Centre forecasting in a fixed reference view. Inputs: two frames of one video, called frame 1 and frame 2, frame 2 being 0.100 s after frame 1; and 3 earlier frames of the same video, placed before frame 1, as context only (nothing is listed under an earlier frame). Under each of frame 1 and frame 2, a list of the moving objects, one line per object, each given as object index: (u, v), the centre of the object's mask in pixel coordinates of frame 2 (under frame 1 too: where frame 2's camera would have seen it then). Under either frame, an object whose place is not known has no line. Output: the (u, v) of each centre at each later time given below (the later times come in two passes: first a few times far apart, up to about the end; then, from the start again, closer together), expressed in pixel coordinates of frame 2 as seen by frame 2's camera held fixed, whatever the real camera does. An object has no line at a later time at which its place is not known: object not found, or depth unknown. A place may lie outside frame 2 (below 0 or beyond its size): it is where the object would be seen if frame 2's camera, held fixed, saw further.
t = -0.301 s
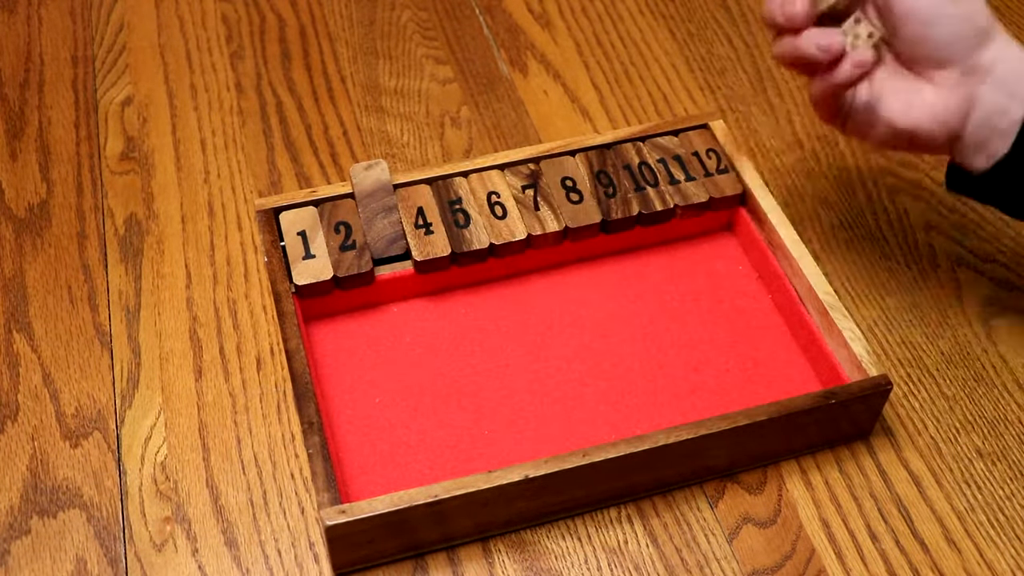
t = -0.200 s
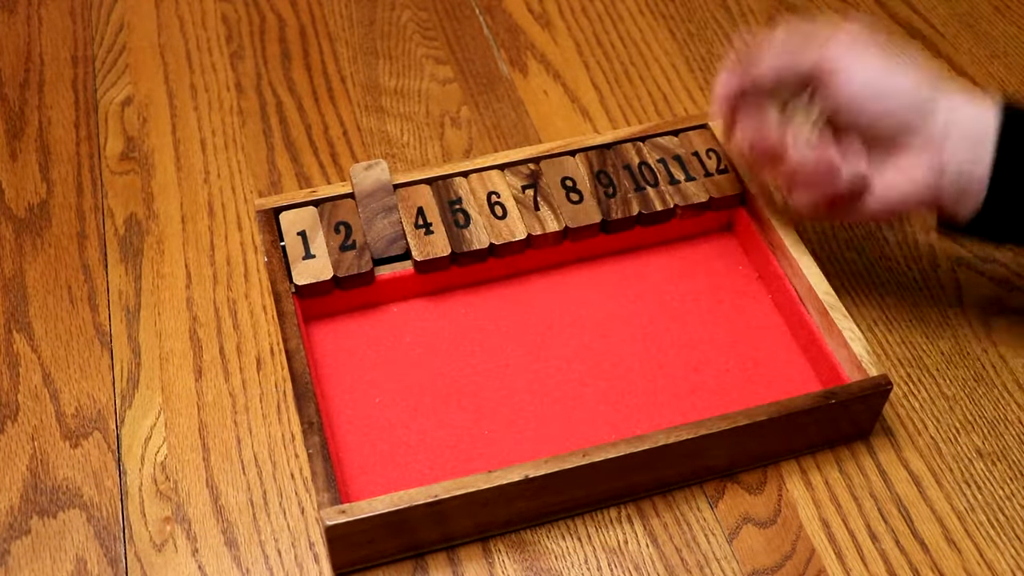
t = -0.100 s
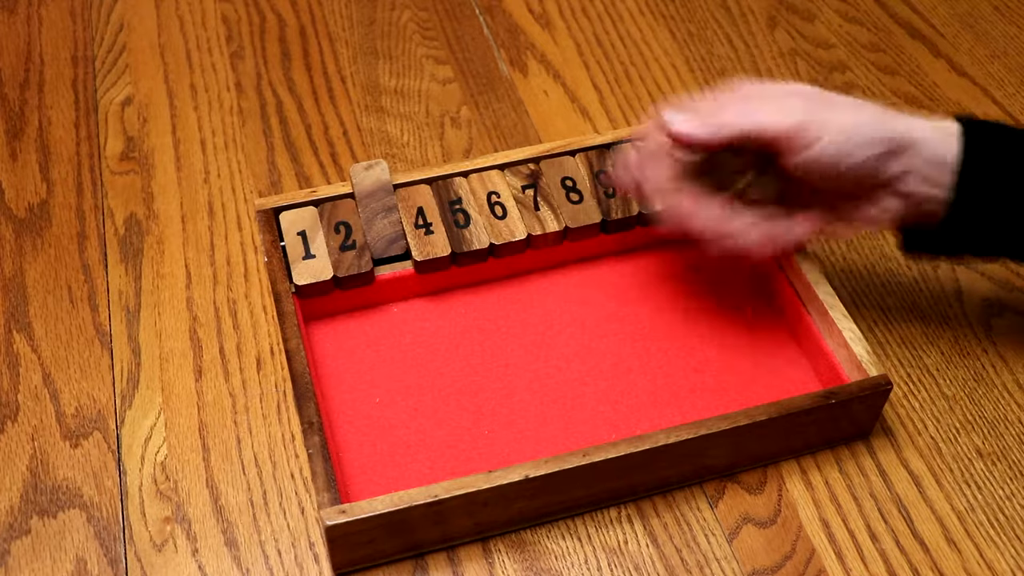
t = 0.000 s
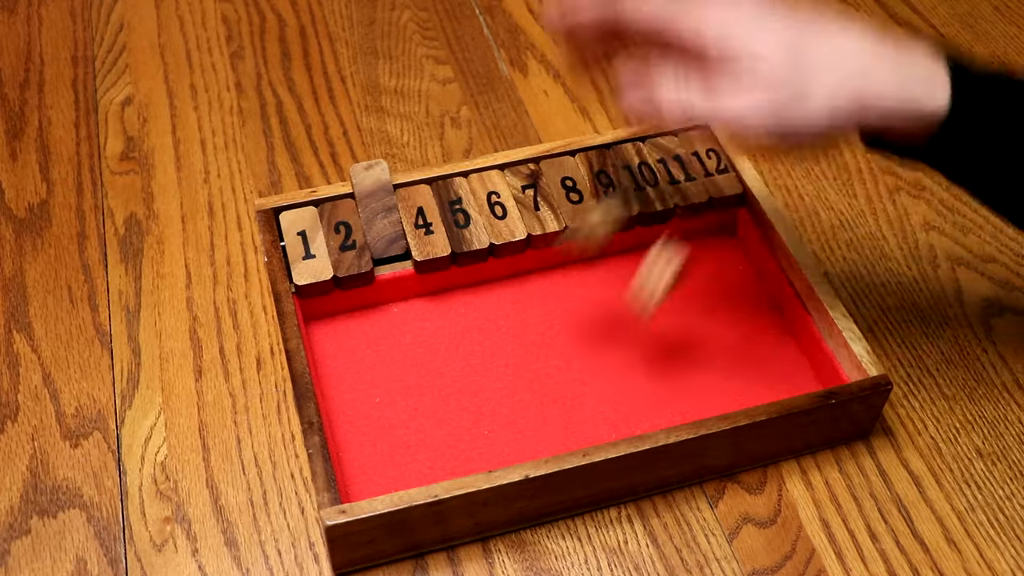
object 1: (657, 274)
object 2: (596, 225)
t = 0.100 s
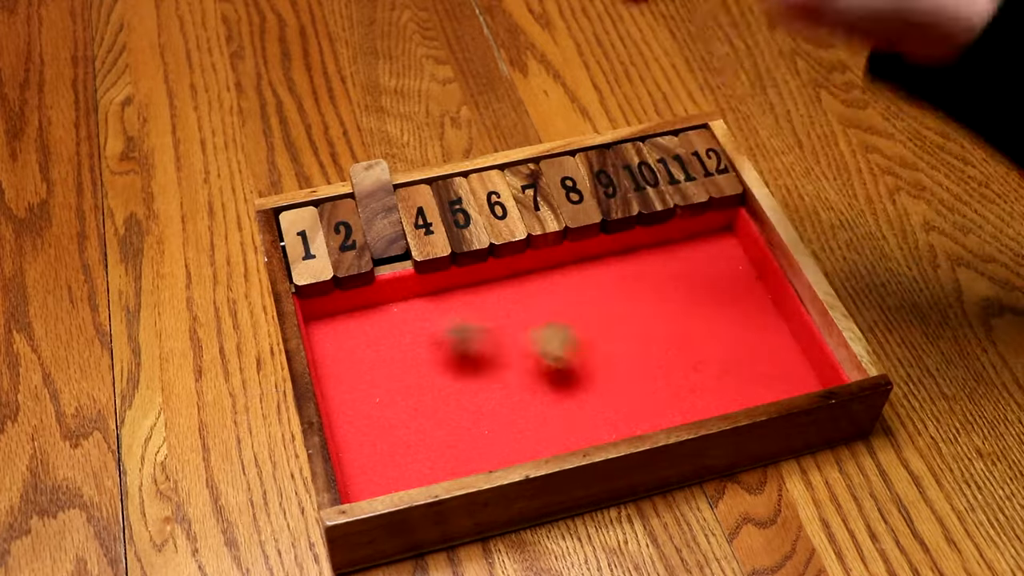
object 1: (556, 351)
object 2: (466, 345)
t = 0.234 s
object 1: (443, 352)
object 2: (337, 320)
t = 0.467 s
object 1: (413, 340)
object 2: (339, 325)
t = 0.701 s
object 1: (413, 340)
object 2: (339, 325)
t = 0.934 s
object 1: (413, 340)
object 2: (339, 325)
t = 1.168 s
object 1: (414, 340)
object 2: (339, 325)
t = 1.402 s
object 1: (413, 340)
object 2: (339, 325)
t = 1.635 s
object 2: (339, 325)
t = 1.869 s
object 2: (339, 325)
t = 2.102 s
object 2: (339, 325)
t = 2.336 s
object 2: (339, 325)
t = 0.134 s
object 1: (520, 350)
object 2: (421, 344)
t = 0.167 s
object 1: (485, 355)
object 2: (378, 347)
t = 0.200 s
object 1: (465, 353)
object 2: (338, 335)
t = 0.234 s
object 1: (443, 352)
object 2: (337, 320)
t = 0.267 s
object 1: (427, 347)
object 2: (347, 316)
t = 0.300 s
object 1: (417, 345)
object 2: (354, 319)
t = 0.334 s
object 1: (412, 343)
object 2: (355, 321)
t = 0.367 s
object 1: (413, 340)
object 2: (352, 323)
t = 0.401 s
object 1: (414, 340)
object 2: (344, 324)
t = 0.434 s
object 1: (413, 340)
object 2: (340, 324)
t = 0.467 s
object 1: (413, 340)
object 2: (339, 325)
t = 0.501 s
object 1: (413, 340)
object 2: (339, 325)
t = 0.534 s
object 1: (413, 340)
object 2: (339, 325)
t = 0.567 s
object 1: (414, 340)
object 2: (339, 325)
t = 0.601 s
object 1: (413, 340)
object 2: (339, 325)
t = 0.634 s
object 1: (413, 340)
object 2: (339, 325)
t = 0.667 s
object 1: (413, 340)
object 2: (339, 325)
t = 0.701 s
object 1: (413, 340)
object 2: (339, 325)
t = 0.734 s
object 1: (413, 340)
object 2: (339, 325)
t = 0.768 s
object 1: (414, 340)
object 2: (339, 325)
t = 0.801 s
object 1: (414, 340)
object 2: (339, 325)
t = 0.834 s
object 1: (414, 340)
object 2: (339, 325)
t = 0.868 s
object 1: (413, 340)
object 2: (339, 325)
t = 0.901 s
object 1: (413, 340)
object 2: (339, 325)
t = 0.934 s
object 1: (413, 340)
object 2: (339, 325)
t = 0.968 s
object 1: (414, 340)
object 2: (339, 325)
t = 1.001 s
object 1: (413, 340)
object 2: (339, 325)
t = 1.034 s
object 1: (413, 340)
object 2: (339, 325)
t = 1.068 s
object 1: (413, 340)
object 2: (339, 325)
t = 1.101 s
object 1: (414, 340)
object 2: (339, 325)
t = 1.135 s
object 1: (414, 340)
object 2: (339, 325)
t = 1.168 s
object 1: (414, 340)
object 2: (339, 325)
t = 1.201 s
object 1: (414, 340)
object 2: (339, 325)
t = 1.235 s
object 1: (414, 340)
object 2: (339, 325)
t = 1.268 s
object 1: (414, 340)
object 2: (339, 325)
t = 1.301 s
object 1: (414, 340)
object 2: (339, 325)
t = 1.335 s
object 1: (414, 340)
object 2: (339, 325)
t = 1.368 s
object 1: (413, 340)
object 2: (339, 325)
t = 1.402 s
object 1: (413, 340)
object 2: (339, 325)
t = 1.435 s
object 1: (413, 340)
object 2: (339, 325)
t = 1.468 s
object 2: (339, 325)
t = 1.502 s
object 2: (339, 325)
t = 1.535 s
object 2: (339, 325)
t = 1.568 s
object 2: (339, 325)
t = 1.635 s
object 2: (339, 325)
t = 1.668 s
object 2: (339, 325)
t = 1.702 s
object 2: (339, 325)
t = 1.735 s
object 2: (339, 325)
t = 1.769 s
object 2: (339, 325)
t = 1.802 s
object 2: (339, 325)
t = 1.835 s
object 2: (339, 325)
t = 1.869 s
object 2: (339, 325)
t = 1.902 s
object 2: (339, 325)
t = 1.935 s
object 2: (339, 325)
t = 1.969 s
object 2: (339, 325)
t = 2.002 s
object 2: (339, 325)
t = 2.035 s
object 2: (339, 325)
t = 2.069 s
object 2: (339, 325)
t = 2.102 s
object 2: (339, 325)
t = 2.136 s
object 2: (339, 325)
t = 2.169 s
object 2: (339, 325)
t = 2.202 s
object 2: (339, 325)
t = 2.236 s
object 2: (339, 325)
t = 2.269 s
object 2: (339, 325)
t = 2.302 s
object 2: (339, 325)
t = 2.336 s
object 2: (339, 325)
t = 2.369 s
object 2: (339, 325)
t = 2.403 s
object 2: (339, 325)
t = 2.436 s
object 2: (339, 325)
